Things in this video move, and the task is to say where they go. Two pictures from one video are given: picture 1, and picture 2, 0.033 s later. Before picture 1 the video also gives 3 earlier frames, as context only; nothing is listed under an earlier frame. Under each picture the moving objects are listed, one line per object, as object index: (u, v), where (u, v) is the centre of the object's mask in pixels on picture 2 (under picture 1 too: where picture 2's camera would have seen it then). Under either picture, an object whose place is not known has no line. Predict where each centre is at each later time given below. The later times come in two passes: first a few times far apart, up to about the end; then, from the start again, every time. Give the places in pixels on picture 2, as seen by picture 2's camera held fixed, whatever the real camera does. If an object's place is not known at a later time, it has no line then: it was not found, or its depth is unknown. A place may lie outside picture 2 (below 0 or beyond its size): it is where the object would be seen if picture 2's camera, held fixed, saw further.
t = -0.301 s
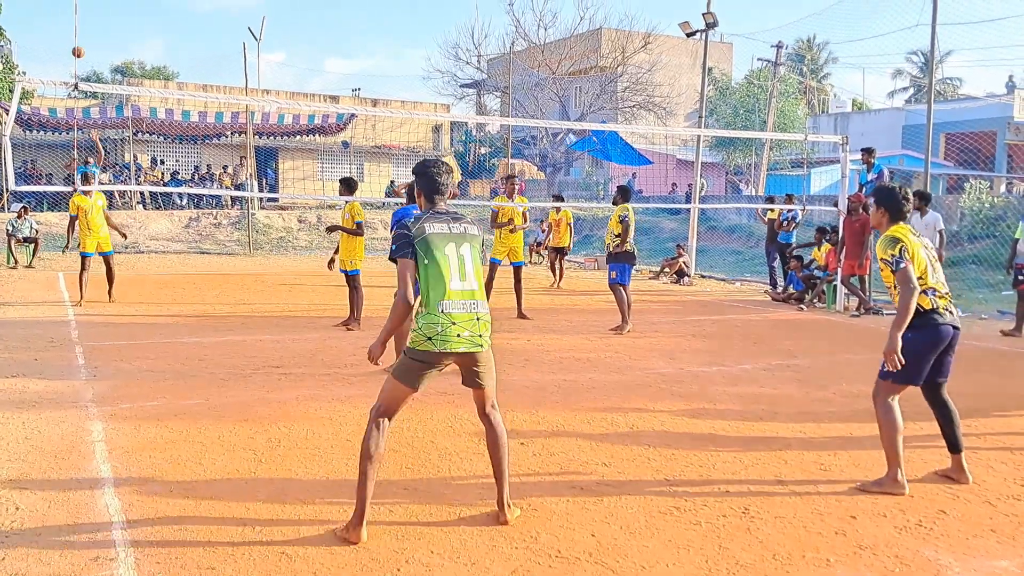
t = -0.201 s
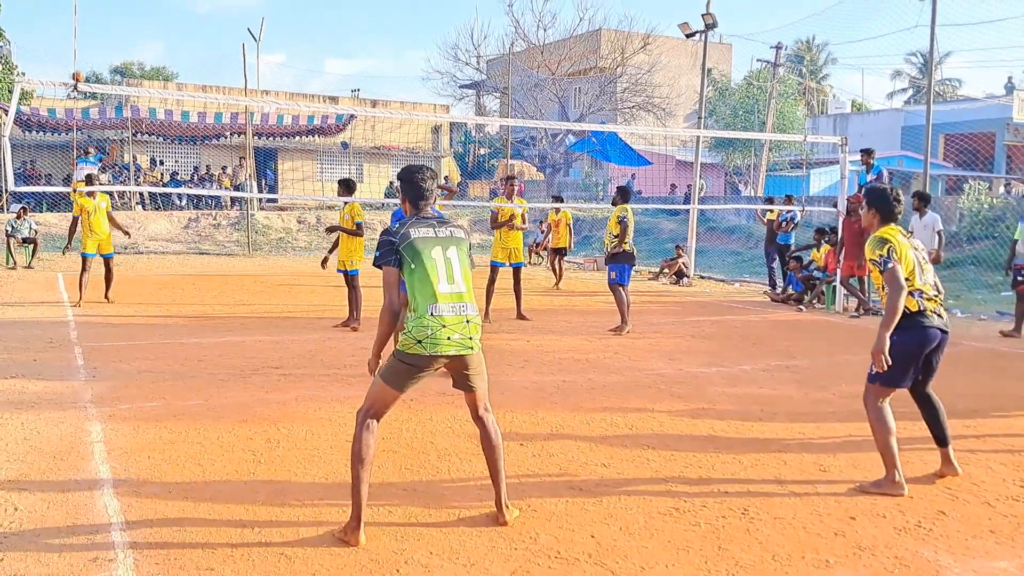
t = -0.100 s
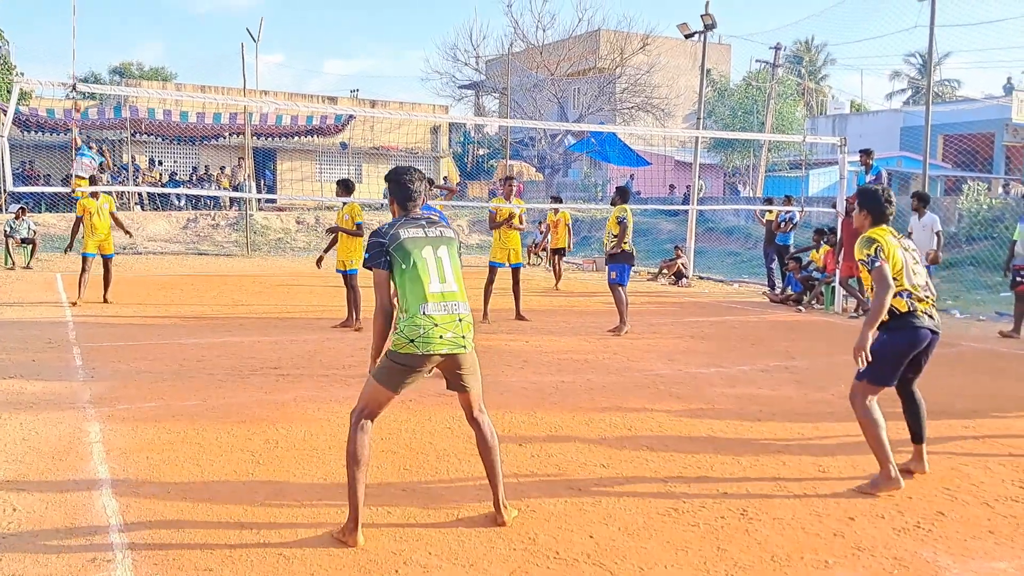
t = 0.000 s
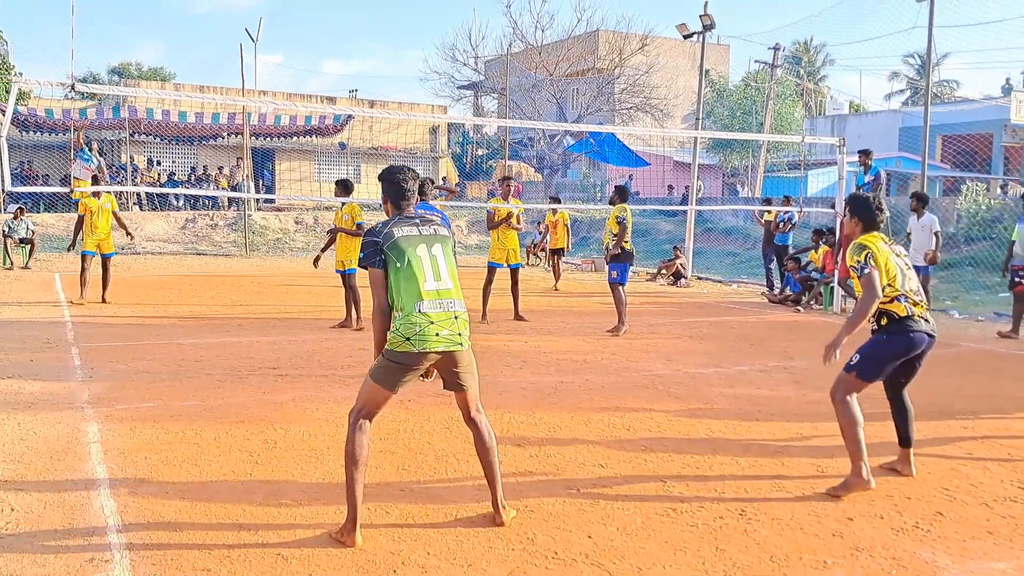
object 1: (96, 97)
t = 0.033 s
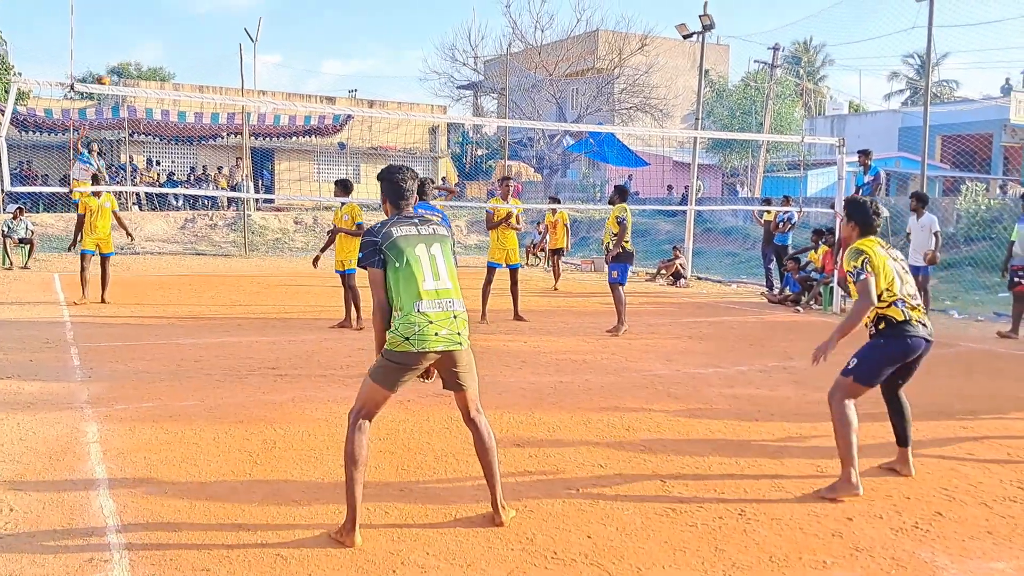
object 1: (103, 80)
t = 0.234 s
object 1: (168, 43)
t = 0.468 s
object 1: (297, 67)
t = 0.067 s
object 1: (112, 73)
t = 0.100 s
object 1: (122, 65)
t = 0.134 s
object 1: (132, 58)
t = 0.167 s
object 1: (144, 51)
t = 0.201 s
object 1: (156, 47)
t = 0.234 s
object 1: (168, 43)
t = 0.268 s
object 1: (182, 41)
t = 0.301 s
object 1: (197, 40)
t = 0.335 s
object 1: (213, 41)
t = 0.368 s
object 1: (231, 44)
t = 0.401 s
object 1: (251, 49)
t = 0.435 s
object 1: (273, 57)
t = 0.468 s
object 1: (297, 67)
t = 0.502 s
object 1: (325, 82)
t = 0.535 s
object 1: (356, 101)
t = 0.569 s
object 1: (390, 125)
